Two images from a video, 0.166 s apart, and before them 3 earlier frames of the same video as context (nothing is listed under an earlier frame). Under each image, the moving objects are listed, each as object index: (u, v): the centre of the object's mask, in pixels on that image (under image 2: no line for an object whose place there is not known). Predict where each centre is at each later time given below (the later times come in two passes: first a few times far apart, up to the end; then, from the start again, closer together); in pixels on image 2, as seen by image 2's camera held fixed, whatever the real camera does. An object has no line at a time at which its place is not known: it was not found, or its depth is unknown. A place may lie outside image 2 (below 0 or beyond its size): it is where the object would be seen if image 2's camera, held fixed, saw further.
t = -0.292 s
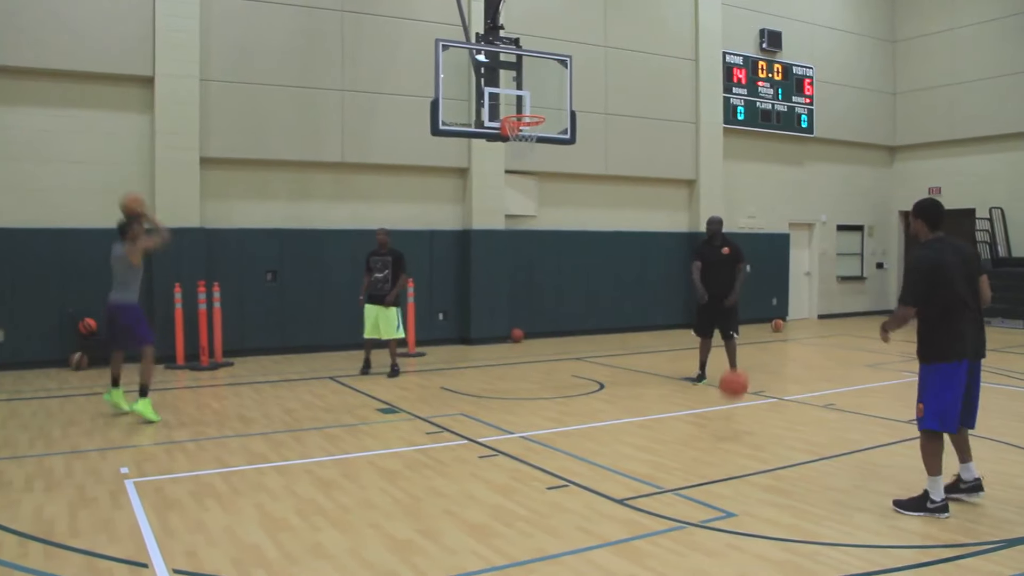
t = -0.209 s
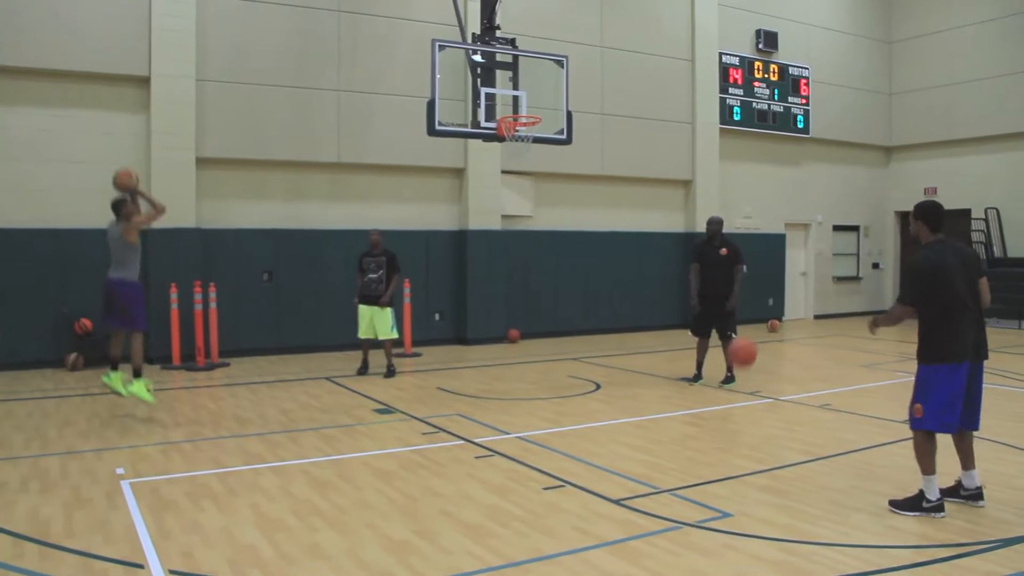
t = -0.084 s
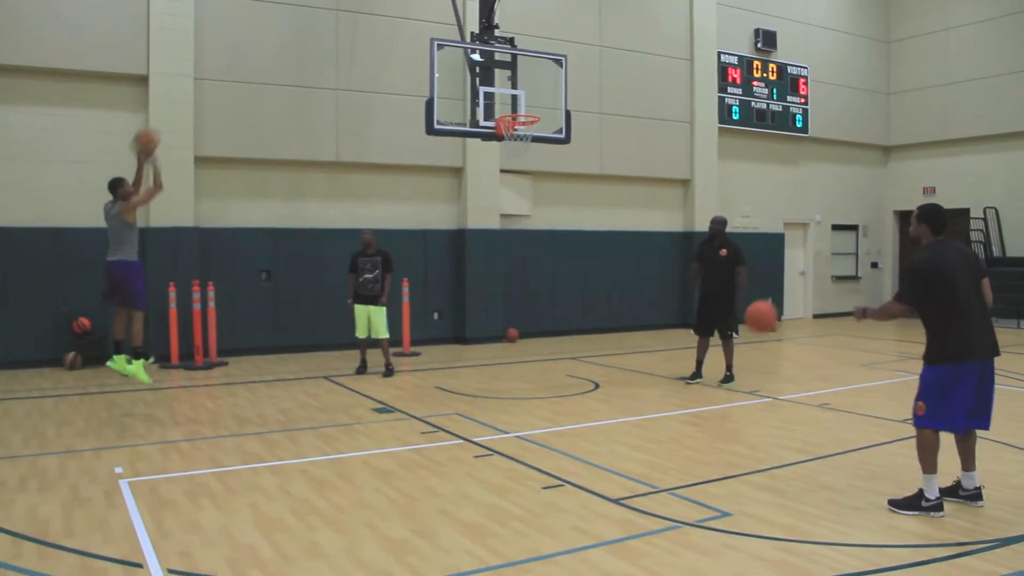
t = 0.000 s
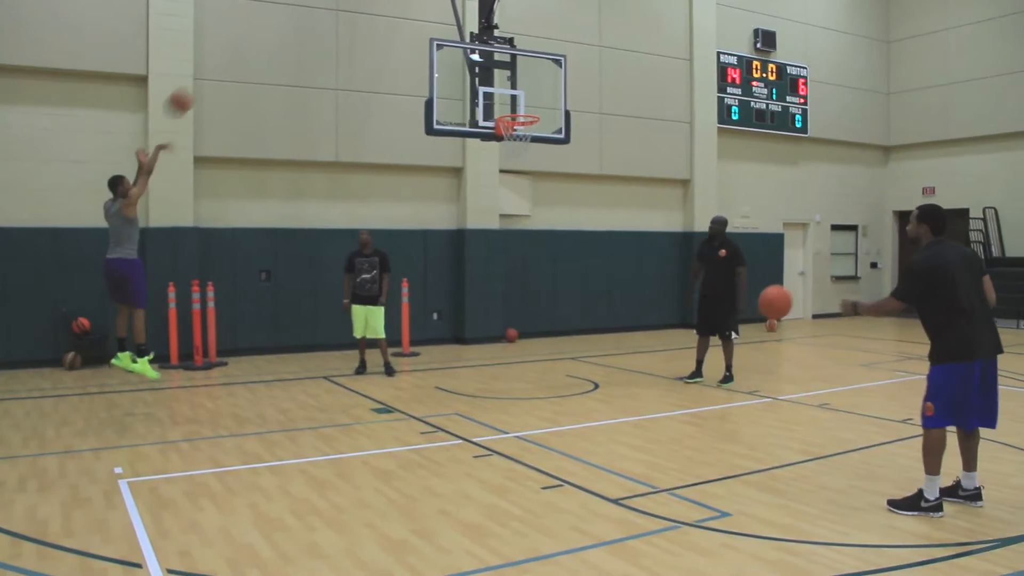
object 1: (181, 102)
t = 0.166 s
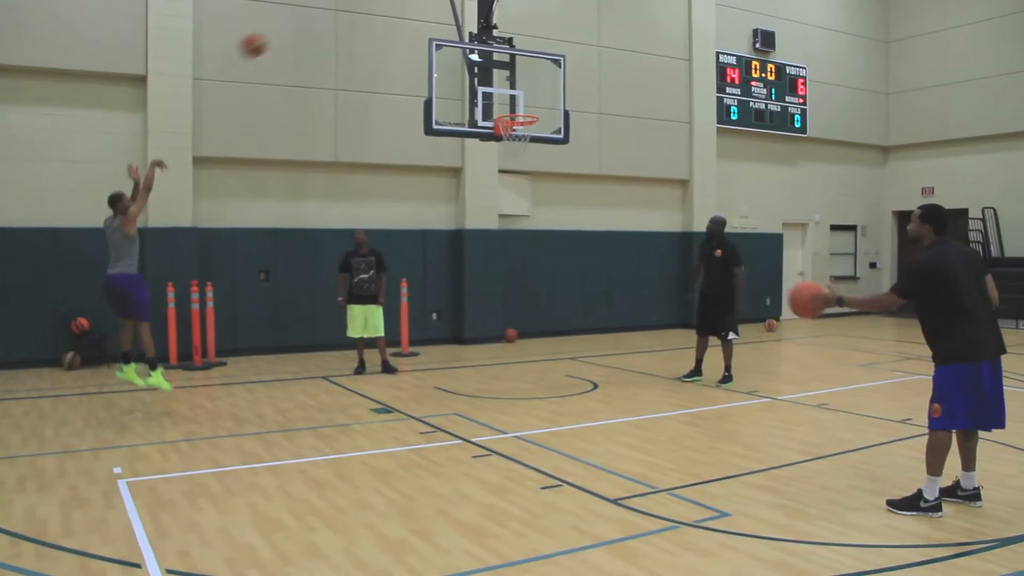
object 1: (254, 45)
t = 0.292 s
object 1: (306, 23)
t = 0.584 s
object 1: (418, 30)
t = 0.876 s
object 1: (517, 107)
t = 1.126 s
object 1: (522, 183)
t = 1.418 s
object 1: (512, 308)
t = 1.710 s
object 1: (487, 294)
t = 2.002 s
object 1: (453, 233)
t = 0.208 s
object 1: (271, 36)
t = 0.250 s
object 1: (288, 29)
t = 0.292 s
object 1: (306, 23)
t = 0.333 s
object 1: (323, 20)
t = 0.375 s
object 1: (339, 17)
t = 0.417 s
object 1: (355, 16)
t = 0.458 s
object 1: (372, 17)
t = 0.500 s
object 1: (388, 20)
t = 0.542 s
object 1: (403, 24)
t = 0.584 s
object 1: (418, 30)
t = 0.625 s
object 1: (433, 37)
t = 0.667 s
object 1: (449, 46)
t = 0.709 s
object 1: (462, 56)
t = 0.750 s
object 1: (476, 68)
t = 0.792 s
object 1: (490, 78)
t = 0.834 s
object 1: (503, 93)
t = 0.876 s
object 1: (517, 107)
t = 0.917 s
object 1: (529, 126)
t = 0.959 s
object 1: (530, 137)
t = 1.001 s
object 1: (528, 150)
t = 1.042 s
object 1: (526, 159)
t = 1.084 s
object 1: (524, 169)
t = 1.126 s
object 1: (522, 183)
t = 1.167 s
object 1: (520, 197)
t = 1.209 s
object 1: (519, 213)
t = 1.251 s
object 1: (518, 231)
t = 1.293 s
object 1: (516, 248)
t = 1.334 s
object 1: (515, 266)
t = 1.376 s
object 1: (513, 287)
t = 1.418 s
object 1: (512, 308)
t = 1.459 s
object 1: (510, 330)
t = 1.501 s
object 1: (510, 356)
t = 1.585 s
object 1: (501, 339)
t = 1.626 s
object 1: (496, 323)
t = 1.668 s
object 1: (492, 308)
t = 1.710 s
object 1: (487, 294)
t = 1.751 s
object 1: (481, 280)
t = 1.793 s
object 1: (476, 269)
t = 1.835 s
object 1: (472, 258)
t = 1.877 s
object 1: (467, 250)
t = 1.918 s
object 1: (462, 243)
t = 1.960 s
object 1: (457, 237)
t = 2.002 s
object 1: (453, 233)
